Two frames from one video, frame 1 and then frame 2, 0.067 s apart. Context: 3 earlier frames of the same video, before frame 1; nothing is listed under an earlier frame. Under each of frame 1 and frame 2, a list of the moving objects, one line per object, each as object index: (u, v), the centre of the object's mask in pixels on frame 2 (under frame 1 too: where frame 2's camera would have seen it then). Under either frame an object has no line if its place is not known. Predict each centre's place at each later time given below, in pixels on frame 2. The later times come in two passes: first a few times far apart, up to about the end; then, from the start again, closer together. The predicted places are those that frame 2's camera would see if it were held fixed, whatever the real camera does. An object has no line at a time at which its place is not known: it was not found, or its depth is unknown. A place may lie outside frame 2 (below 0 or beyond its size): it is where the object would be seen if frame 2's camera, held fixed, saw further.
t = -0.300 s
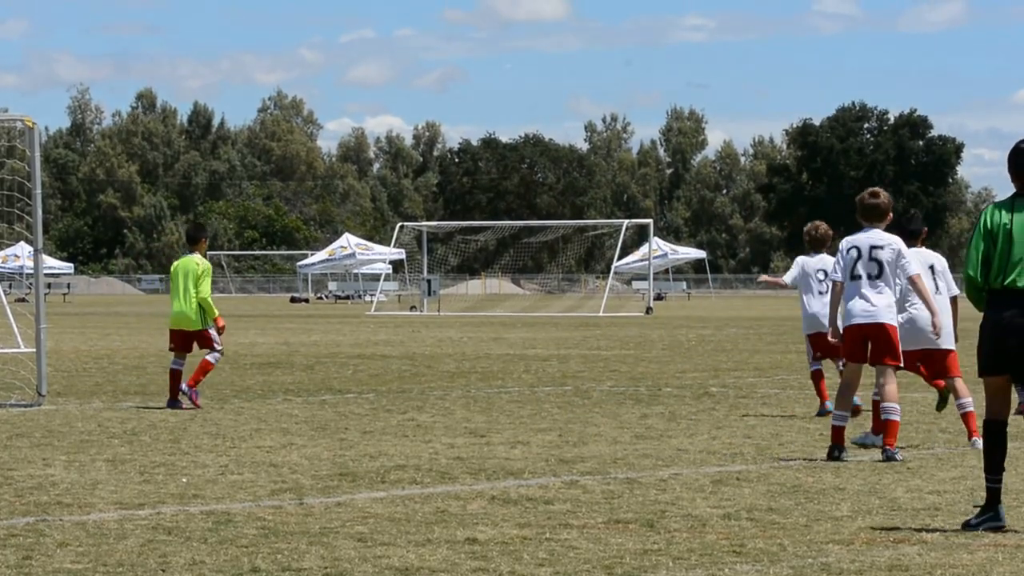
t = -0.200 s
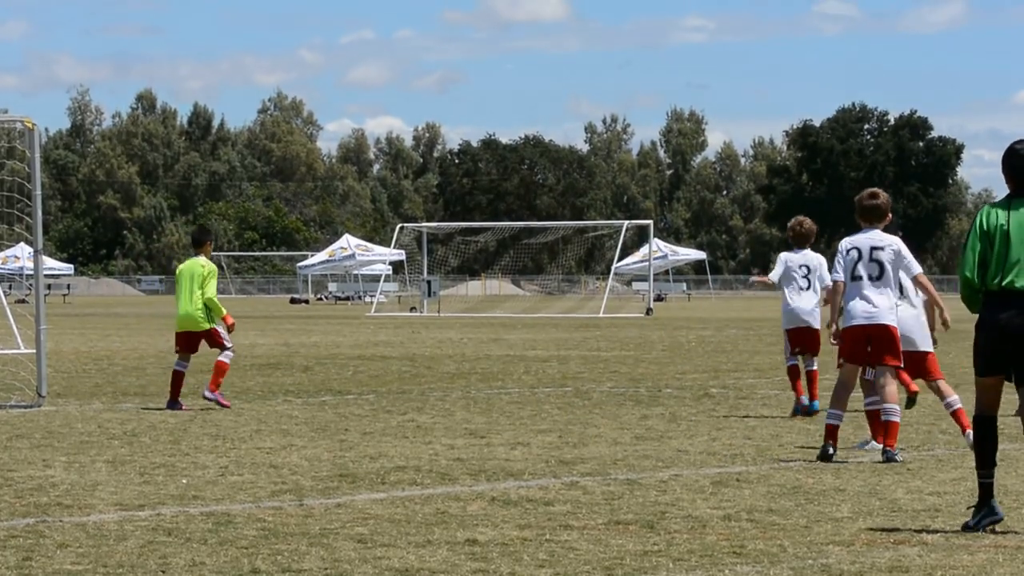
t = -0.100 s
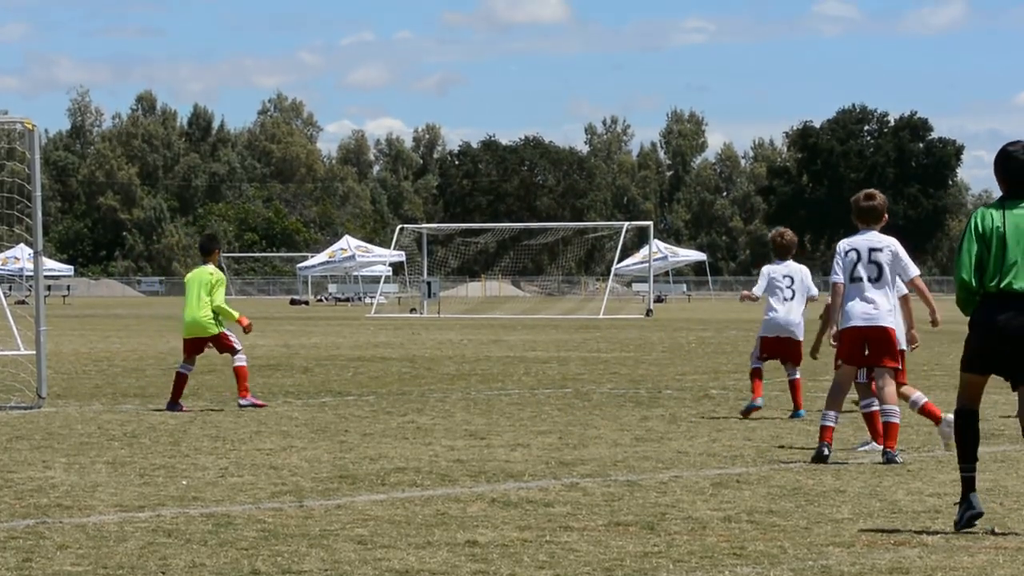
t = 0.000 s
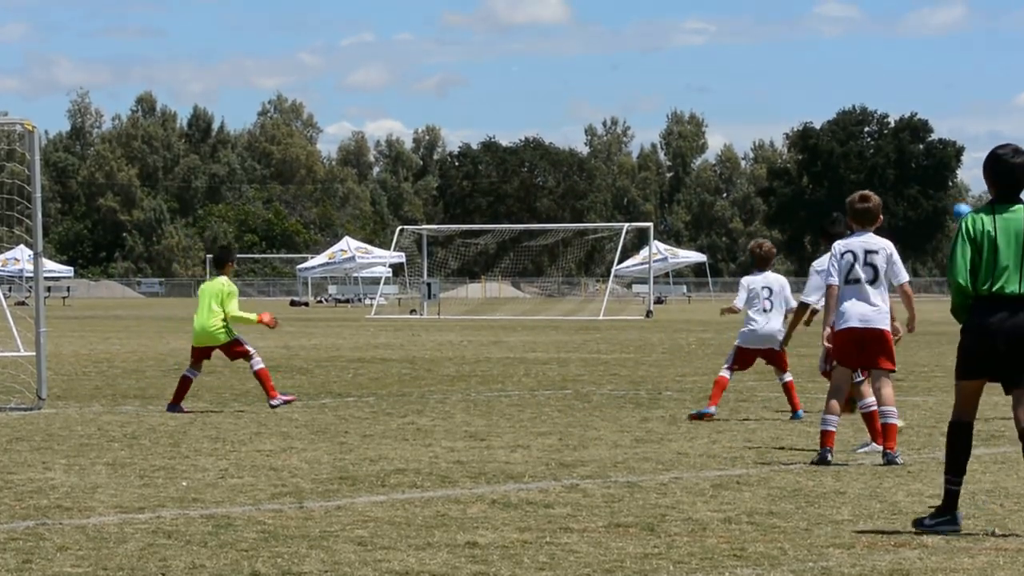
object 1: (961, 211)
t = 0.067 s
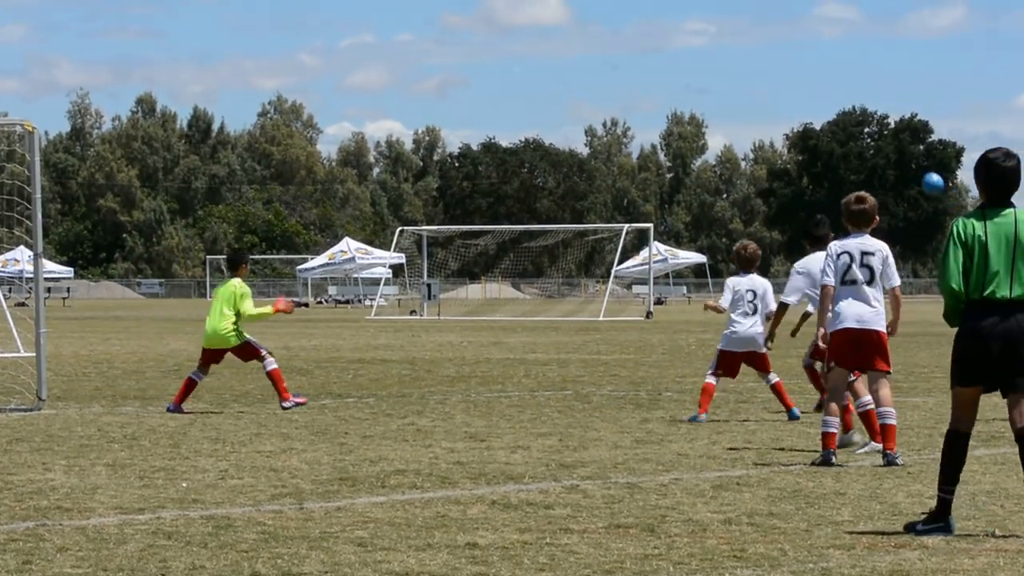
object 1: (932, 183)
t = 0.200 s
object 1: (876, 128)
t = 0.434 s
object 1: (781, 63)
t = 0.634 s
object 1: (705, 40)
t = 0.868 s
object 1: (619, 69)
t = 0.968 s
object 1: (583, 103)
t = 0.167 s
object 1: (890, 141)
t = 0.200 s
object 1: (876, 128)
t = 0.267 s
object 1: (849, 105)
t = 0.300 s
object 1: (835, 96)
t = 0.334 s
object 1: (822, 86)
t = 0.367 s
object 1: (808, 77)
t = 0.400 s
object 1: (795, 70)
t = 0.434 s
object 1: (781, 63)
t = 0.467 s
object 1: (769, 56)
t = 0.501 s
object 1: (756, 50)
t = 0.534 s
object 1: (743, 46)
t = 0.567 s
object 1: (730, 43)
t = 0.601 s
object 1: (718, 41)
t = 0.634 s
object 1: (705, 40)
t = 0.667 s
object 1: (693, 40)
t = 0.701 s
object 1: (680, 42)
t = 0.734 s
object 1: (667, 45)
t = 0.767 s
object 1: (655, 48)
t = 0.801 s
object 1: (643, 54)
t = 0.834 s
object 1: (631, 61)
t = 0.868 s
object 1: (619, 69)
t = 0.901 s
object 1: (607, 79)
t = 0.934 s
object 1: (595, 90)
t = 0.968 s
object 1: (583, 103)
